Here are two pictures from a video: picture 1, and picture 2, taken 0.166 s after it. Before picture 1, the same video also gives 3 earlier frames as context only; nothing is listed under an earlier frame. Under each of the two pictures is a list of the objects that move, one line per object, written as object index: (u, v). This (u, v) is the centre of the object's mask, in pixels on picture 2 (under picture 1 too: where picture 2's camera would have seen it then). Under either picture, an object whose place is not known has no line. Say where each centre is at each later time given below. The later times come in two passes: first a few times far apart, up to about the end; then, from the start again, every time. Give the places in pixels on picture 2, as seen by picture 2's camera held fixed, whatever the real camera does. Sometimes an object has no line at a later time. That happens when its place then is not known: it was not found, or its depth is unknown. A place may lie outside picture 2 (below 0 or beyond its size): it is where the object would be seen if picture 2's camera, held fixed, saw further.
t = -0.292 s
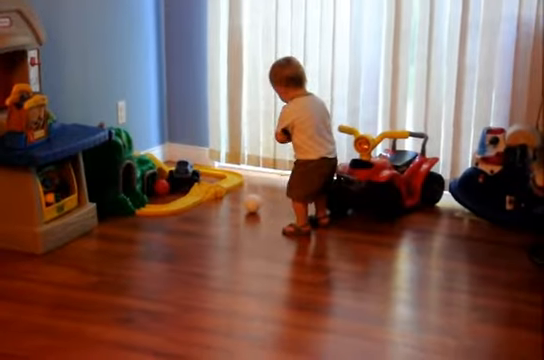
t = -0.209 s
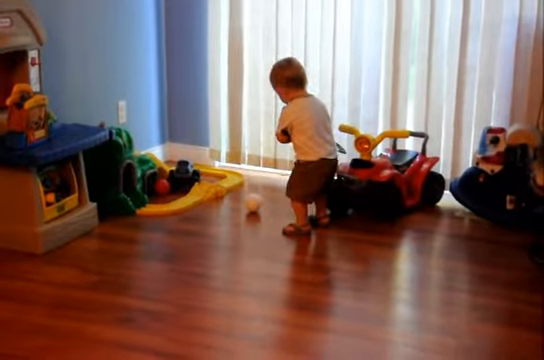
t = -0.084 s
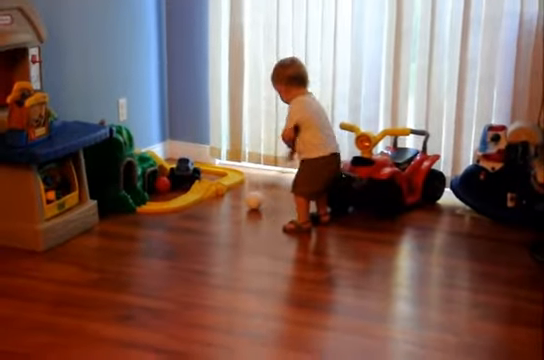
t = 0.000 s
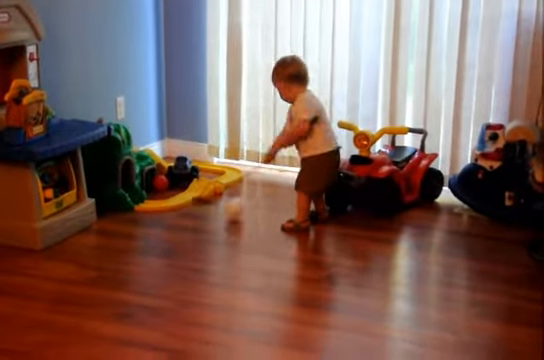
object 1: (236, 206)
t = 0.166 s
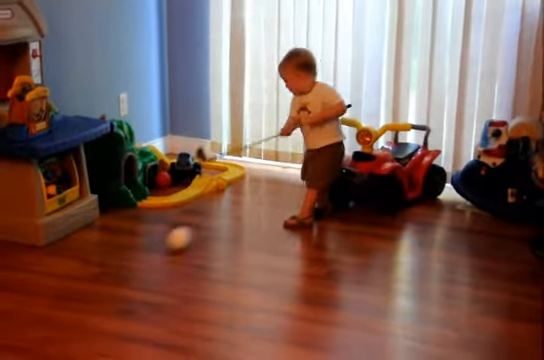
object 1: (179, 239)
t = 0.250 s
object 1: (147, 256)
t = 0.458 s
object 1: (58, 303)
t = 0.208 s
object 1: (165, 245)
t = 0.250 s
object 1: (147, 256)
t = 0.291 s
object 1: (131, 264)
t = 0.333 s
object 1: (114, 274)
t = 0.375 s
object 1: (95, 284)
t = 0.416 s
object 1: (77, 294)
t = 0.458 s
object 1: (58, 303)
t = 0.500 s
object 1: (37, 313)
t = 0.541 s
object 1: (15, 323)
